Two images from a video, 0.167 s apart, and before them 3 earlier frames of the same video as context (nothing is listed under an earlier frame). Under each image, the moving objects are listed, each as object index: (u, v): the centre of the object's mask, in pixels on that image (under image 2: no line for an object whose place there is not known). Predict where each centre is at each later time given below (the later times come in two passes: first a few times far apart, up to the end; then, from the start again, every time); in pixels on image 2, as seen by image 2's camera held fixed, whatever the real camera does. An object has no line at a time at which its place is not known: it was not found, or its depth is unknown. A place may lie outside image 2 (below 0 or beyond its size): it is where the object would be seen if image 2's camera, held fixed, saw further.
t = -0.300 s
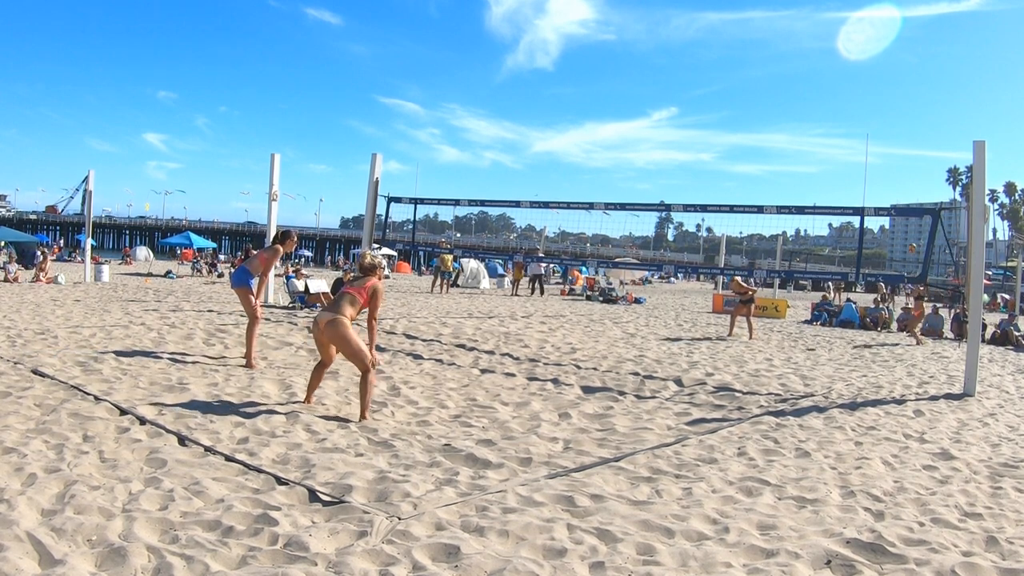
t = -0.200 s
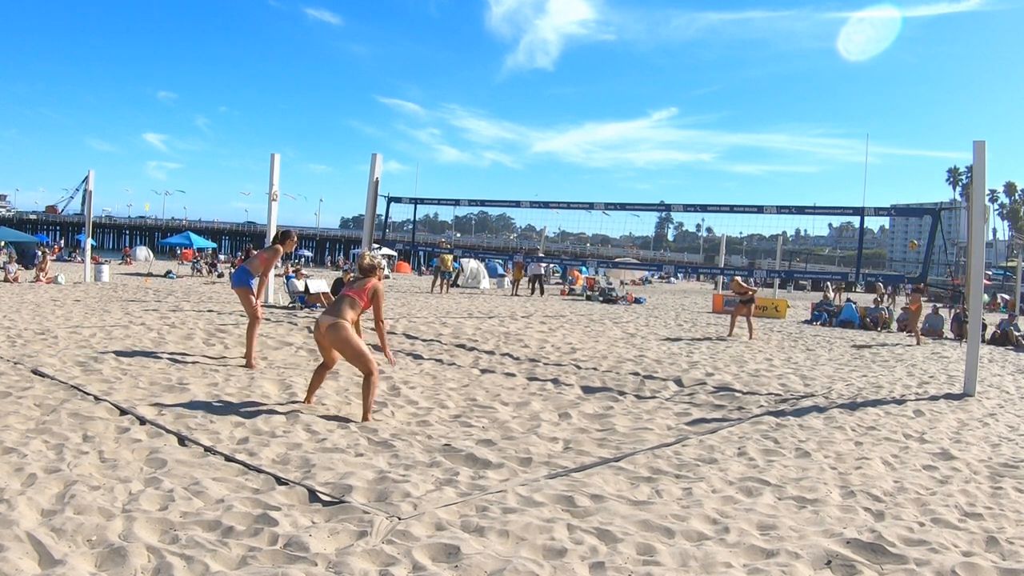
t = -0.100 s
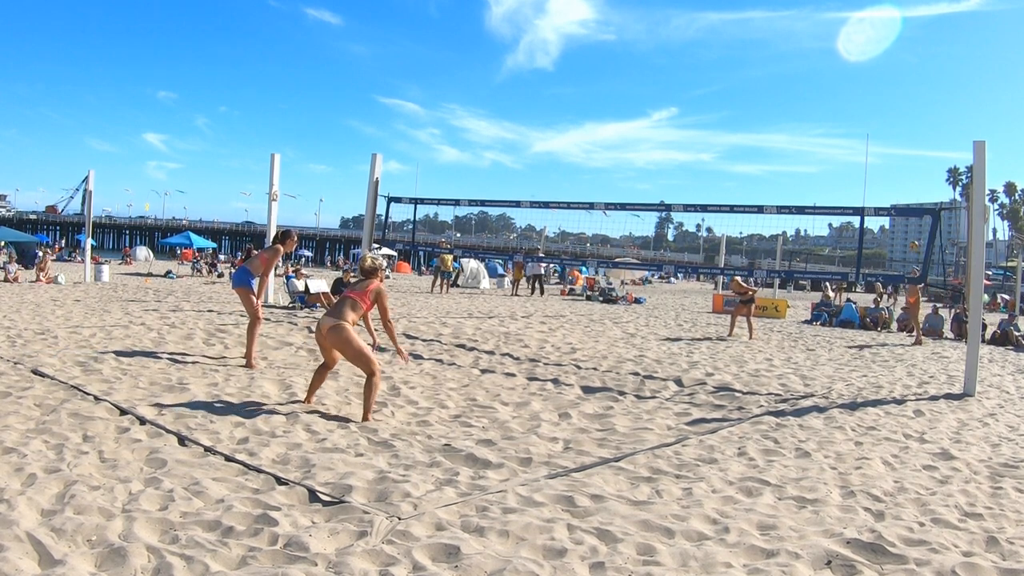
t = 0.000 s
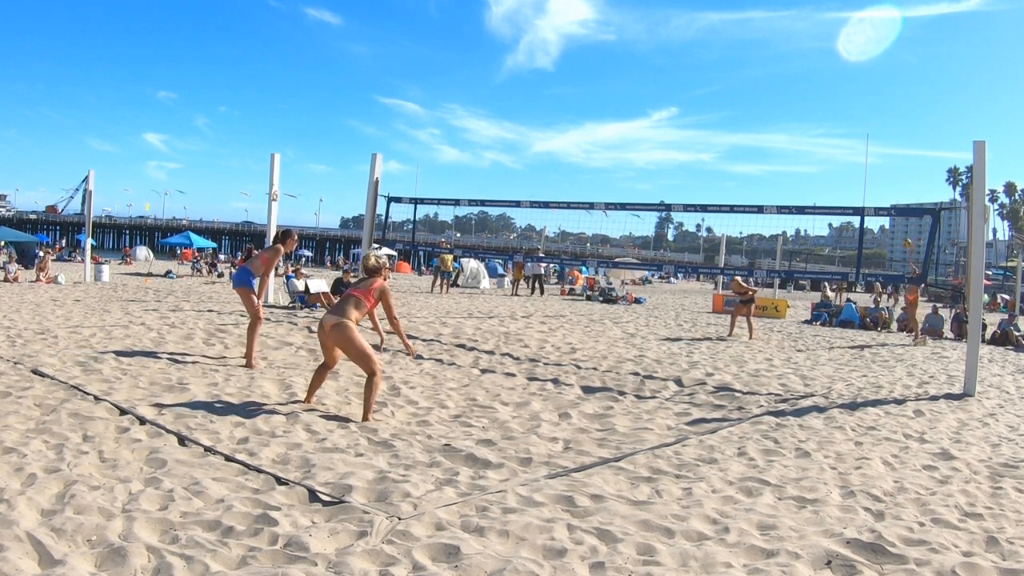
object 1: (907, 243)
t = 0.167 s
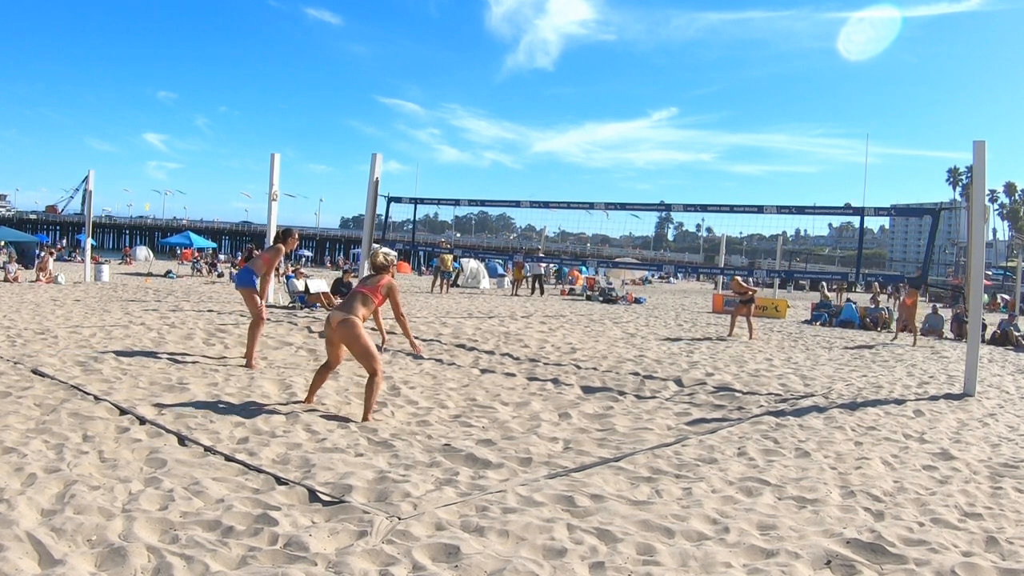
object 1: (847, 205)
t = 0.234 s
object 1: (822, 194)
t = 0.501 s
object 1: (692, 160)
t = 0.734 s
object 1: (546, 171)
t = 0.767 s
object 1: (523, 176)
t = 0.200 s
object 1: (835, 201)
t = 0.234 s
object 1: (822, 194)
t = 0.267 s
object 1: (808, 189)
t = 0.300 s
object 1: (793, 180)
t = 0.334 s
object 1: (778, 177)
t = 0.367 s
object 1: (762, 173)
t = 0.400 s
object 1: (746, 169)
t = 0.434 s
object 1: (729, 165)
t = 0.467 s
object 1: (711, 162)
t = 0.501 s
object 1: (692, 160)
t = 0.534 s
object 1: (673, 159)
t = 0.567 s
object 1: (653, 159)
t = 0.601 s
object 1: (633, 159)
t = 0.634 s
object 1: (612, 160)
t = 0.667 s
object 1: (591, 163)
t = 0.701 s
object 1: (569, 166)
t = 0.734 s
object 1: (546, 171)
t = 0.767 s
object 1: (523, 176)
